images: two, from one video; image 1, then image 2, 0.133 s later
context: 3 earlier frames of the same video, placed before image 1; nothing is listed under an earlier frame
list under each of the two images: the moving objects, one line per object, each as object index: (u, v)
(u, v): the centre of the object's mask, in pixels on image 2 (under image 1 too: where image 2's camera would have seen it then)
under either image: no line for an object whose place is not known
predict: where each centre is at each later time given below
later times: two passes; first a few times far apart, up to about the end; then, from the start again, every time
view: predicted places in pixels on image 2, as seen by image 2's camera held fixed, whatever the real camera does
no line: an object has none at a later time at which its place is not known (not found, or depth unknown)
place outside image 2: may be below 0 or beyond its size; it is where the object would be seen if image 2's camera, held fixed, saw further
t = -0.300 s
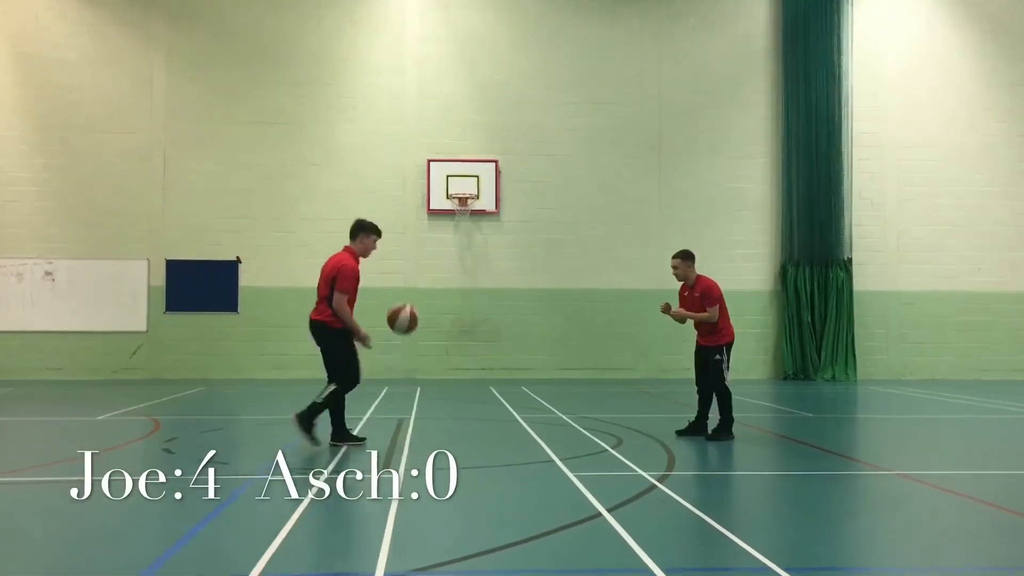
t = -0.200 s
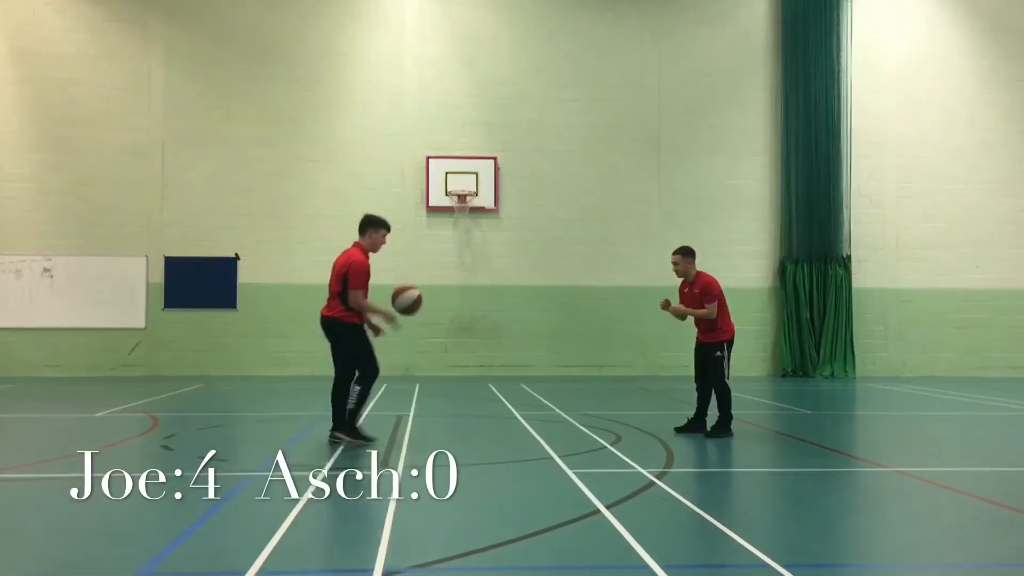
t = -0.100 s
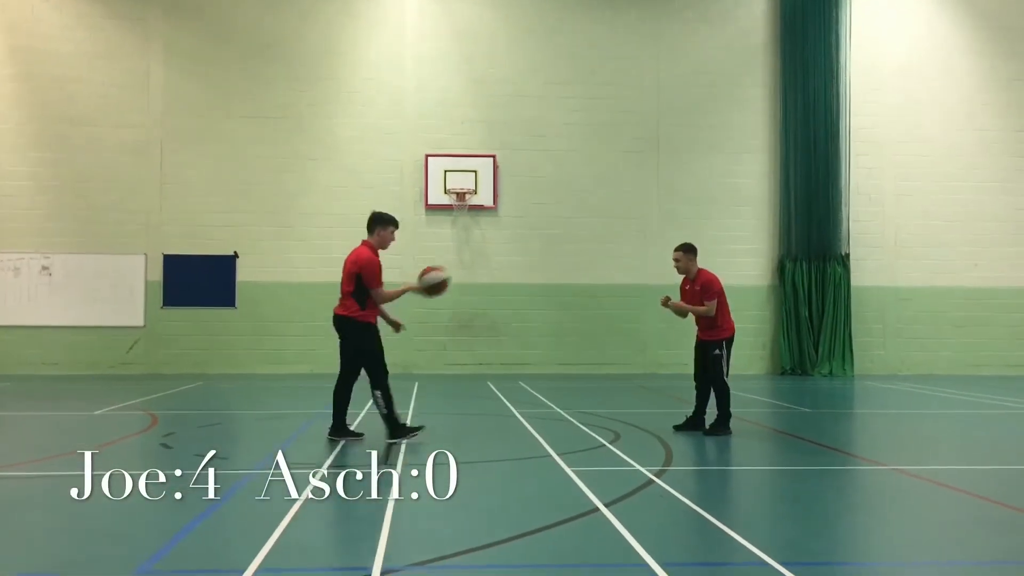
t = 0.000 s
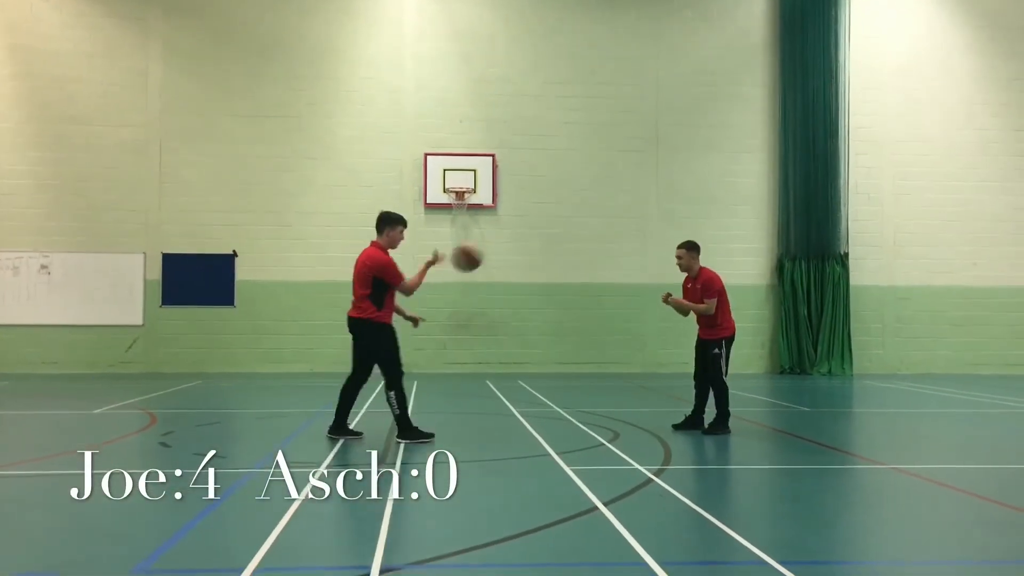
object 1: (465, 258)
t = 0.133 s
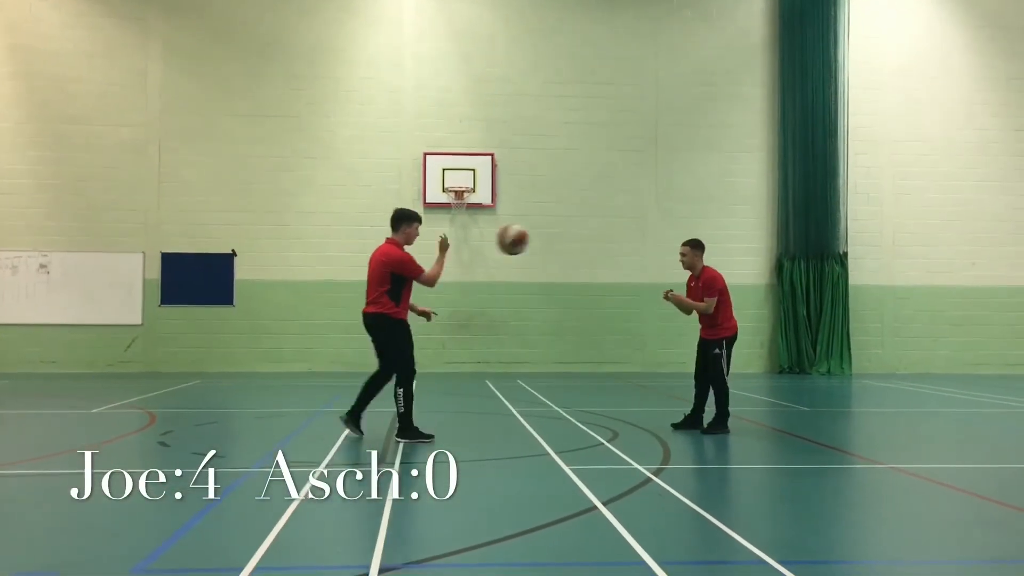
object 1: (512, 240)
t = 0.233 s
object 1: (546, 243)
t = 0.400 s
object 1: (599, 274)
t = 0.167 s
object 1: (524, 239)
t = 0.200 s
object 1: (535, 240)
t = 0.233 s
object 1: (546, 243)
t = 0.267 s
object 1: (557, 248)
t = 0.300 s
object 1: (567, 253)
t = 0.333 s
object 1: (578, 258)
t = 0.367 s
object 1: (589, 265)
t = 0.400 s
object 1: (599, 274)
